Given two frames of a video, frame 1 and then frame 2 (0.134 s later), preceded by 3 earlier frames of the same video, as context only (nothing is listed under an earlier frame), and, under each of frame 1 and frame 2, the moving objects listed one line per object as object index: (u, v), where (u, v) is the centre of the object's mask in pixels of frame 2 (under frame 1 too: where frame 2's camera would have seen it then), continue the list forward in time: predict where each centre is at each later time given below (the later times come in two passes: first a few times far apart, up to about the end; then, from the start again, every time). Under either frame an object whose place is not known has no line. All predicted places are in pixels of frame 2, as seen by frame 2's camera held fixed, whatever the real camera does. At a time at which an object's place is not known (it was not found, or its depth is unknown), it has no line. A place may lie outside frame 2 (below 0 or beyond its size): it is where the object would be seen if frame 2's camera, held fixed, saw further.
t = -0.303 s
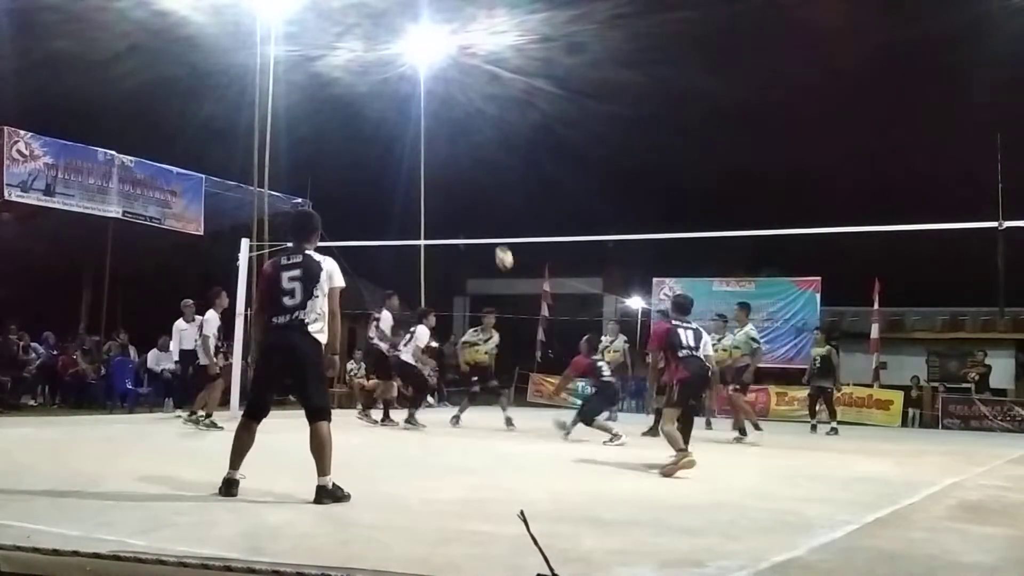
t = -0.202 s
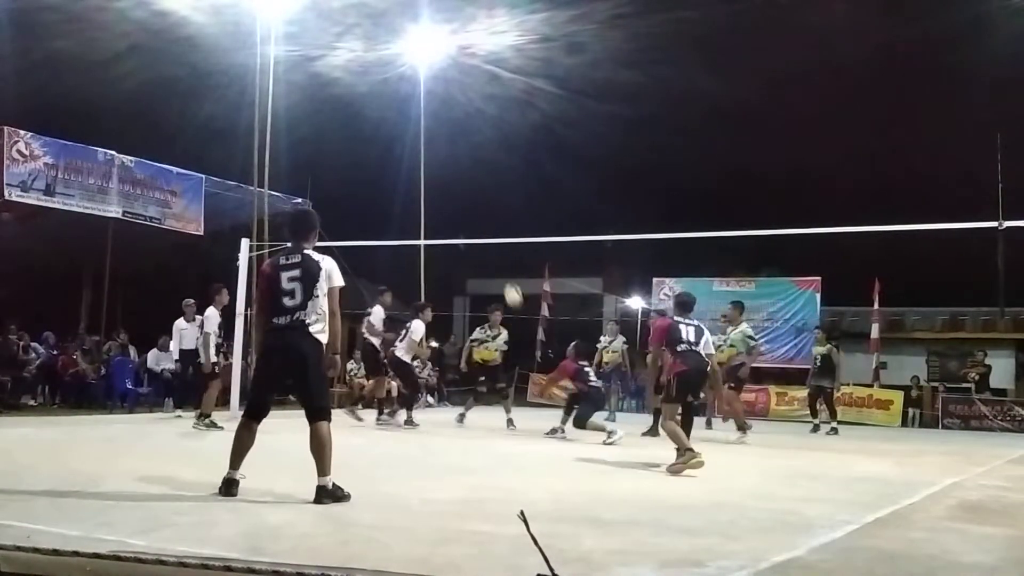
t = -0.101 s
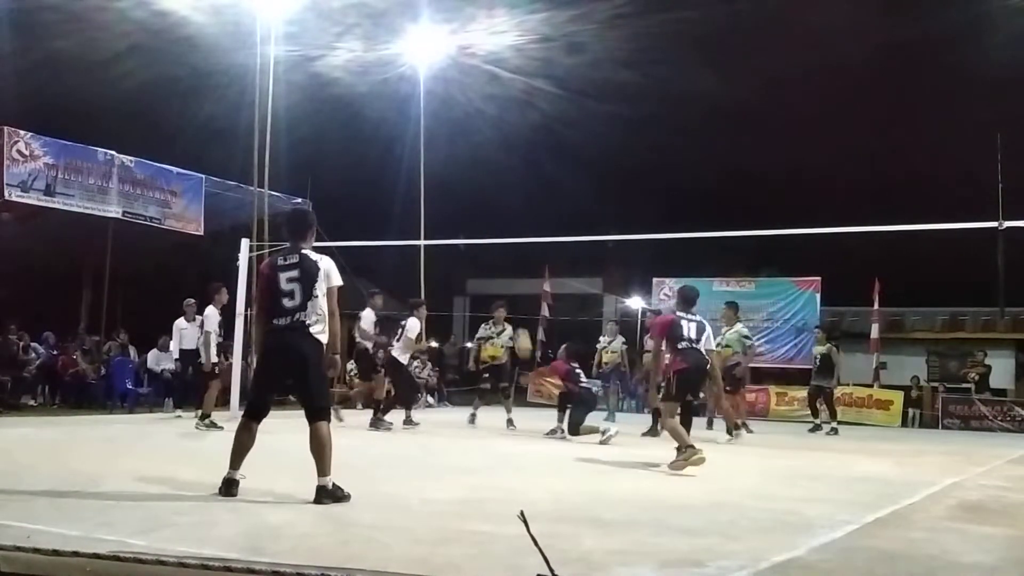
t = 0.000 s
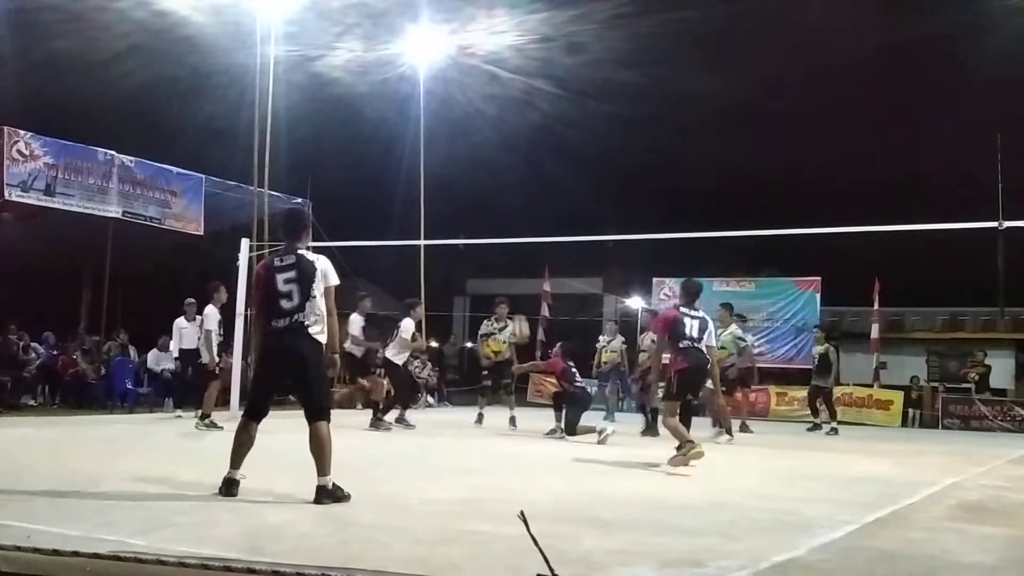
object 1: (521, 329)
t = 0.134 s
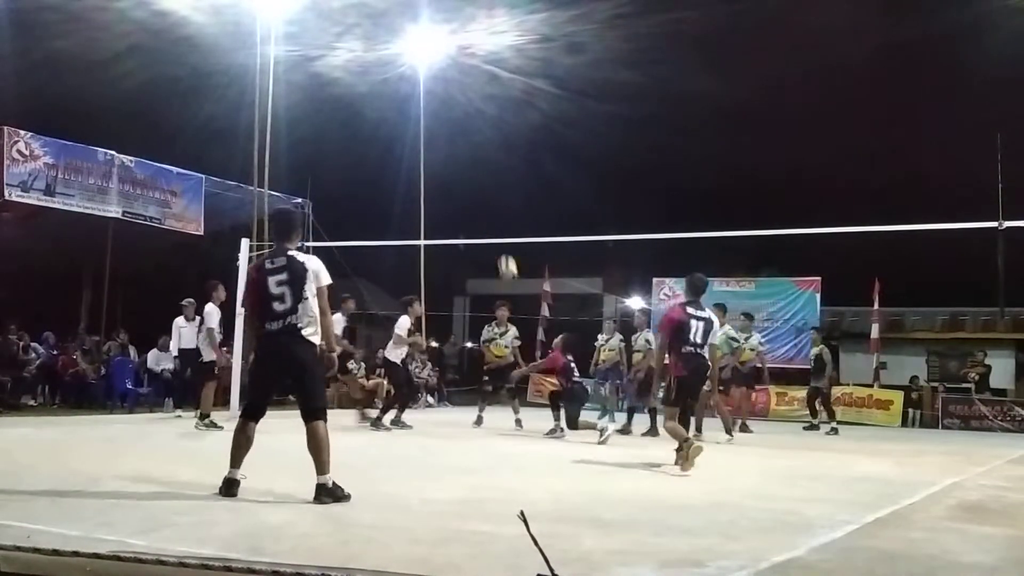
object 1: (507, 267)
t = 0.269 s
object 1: (495, 223)
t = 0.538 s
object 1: (468, 176)
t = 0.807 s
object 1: (440, 187)
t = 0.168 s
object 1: (504, 255)
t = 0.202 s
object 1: (501, 244)
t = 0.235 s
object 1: (497, 230)
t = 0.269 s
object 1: (495, 223)
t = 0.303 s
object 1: (491, 213)
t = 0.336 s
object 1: (488, 205)
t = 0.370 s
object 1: (485, 198)
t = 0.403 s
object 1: (481, 192)
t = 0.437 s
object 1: (478, 186)
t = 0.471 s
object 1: (475, 182)
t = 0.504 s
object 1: (471, 179)
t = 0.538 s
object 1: (468, 176)
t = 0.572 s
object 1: (465, 174)
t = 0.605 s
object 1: (461, 173)
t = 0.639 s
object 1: (458, 173)
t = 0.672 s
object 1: (454, 174)
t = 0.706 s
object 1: (450, 176)
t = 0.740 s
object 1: (447, 179)
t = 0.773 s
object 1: (443, 182)
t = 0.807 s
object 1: (440, 187)
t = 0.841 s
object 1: (436, 192)
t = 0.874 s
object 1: (433, 198)
